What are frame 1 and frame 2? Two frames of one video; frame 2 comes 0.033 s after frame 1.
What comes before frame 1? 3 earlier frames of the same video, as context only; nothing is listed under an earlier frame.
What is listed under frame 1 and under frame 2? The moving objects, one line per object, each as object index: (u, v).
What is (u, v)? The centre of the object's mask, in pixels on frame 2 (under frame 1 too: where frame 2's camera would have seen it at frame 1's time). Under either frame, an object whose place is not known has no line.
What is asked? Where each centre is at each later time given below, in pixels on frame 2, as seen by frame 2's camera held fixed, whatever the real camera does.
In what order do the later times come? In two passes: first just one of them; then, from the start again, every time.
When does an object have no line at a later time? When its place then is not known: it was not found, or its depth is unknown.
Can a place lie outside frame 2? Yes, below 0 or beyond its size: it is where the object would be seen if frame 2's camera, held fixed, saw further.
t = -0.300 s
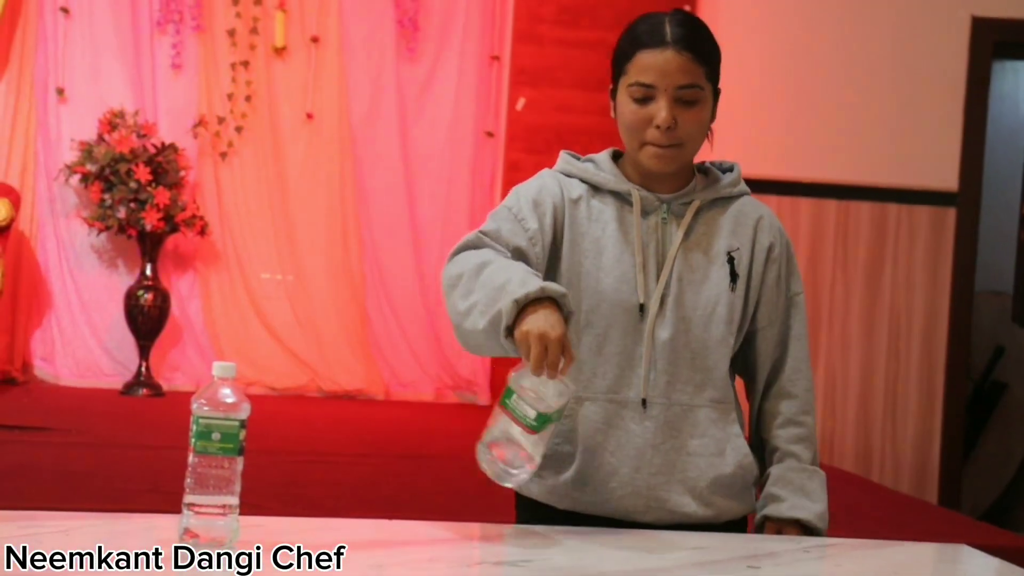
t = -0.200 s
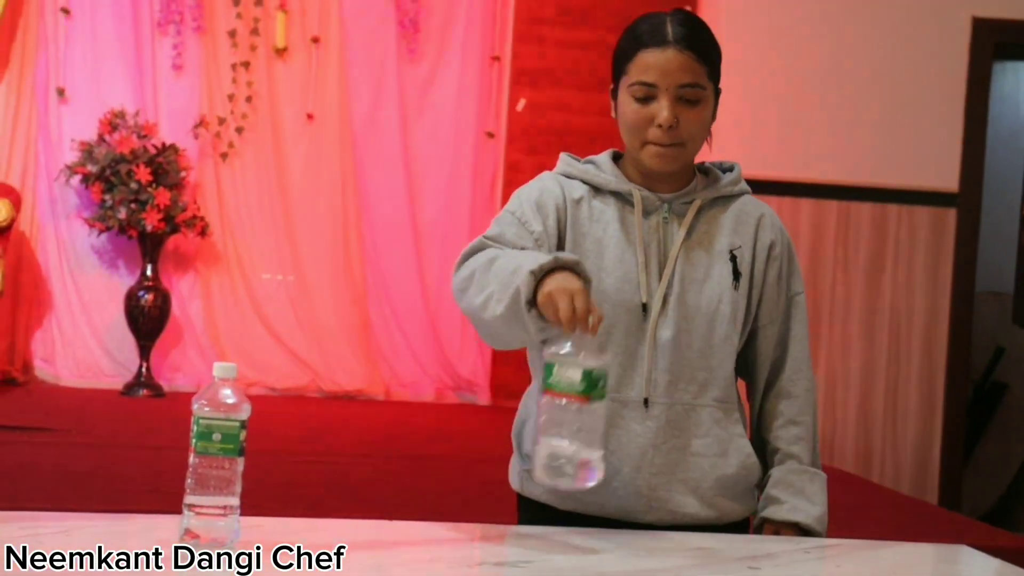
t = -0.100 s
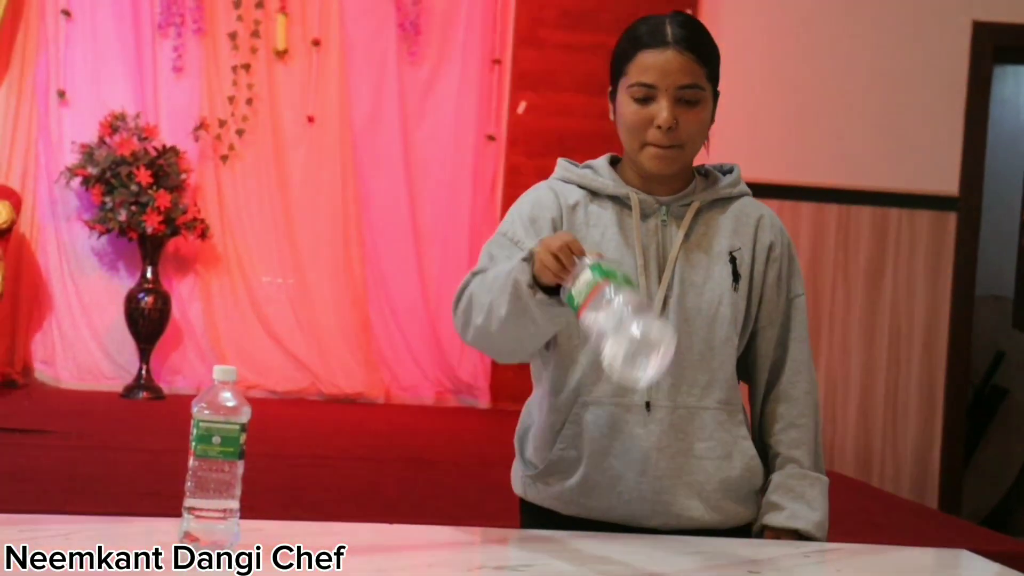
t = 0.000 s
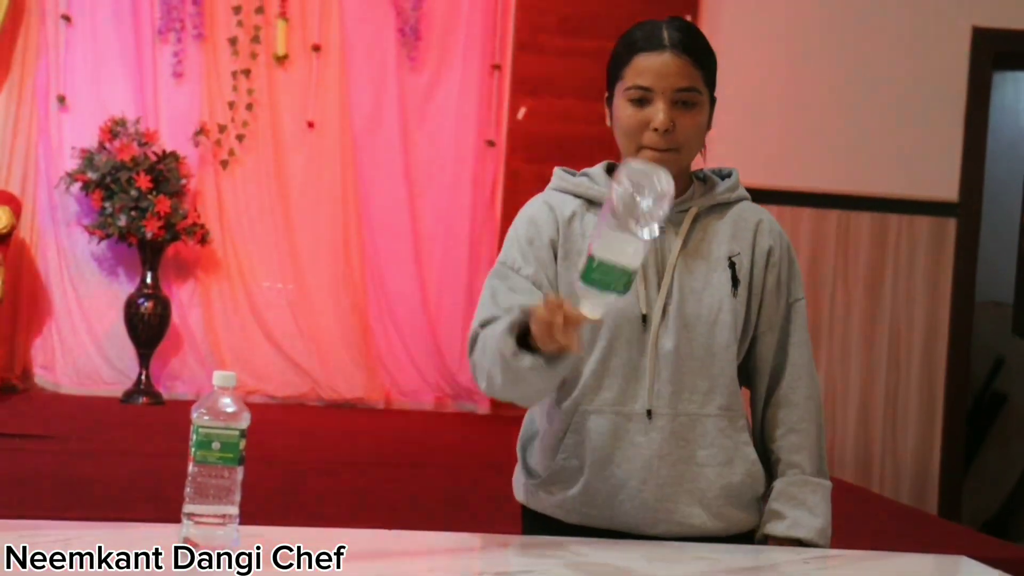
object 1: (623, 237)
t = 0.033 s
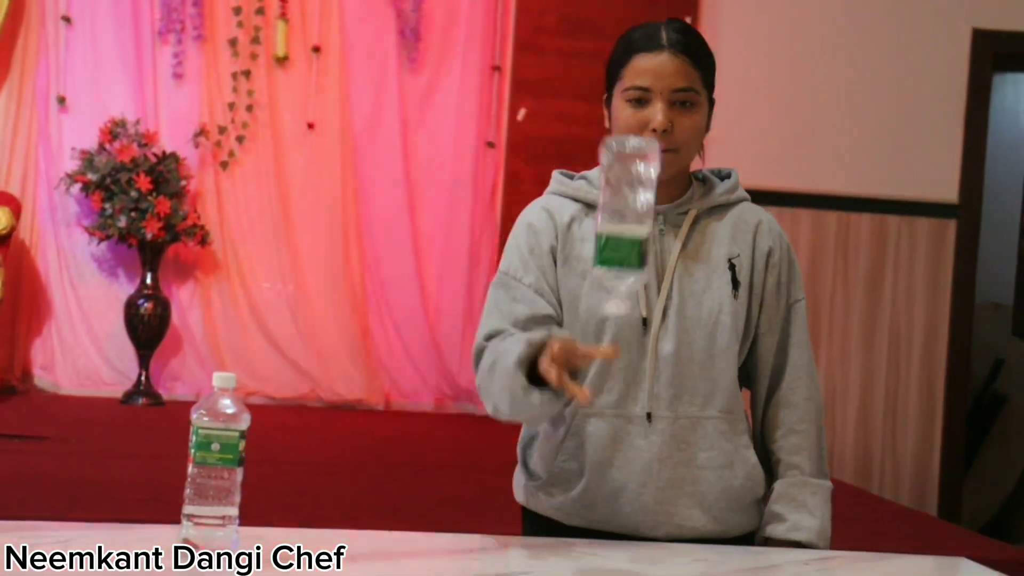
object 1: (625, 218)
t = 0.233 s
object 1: (583, 137)
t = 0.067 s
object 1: (627, 192)
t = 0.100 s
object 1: (627, 164)
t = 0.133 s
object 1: (620, 143)
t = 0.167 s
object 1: (609, 130)
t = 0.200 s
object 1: (598, 128)
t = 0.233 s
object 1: (583, 137)
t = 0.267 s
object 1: (567, 155)
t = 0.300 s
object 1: (553, 183)
